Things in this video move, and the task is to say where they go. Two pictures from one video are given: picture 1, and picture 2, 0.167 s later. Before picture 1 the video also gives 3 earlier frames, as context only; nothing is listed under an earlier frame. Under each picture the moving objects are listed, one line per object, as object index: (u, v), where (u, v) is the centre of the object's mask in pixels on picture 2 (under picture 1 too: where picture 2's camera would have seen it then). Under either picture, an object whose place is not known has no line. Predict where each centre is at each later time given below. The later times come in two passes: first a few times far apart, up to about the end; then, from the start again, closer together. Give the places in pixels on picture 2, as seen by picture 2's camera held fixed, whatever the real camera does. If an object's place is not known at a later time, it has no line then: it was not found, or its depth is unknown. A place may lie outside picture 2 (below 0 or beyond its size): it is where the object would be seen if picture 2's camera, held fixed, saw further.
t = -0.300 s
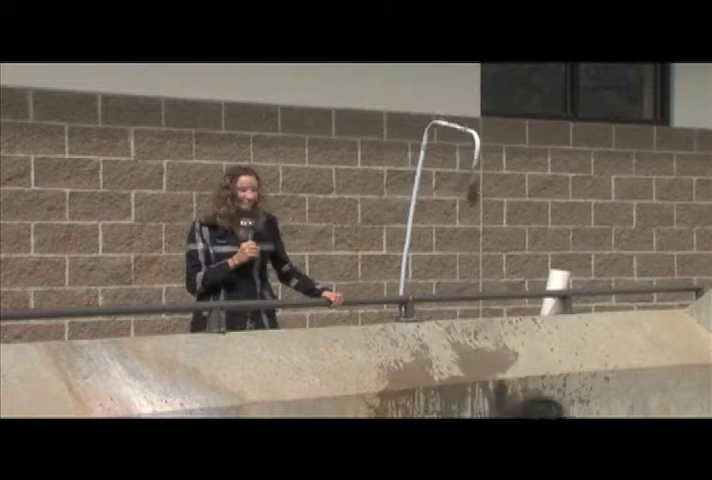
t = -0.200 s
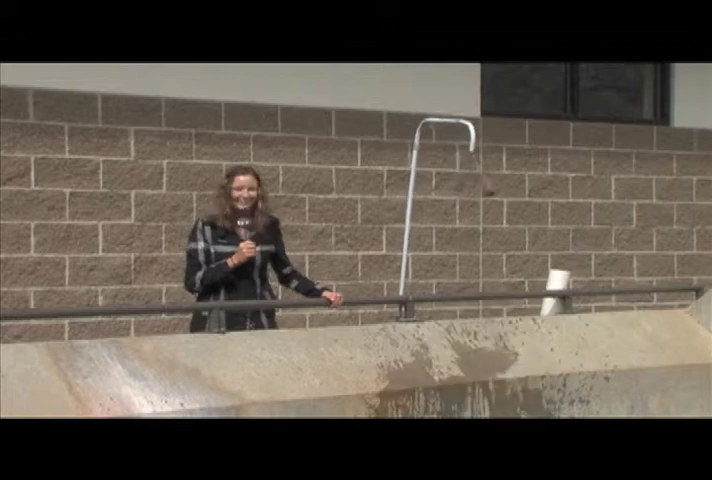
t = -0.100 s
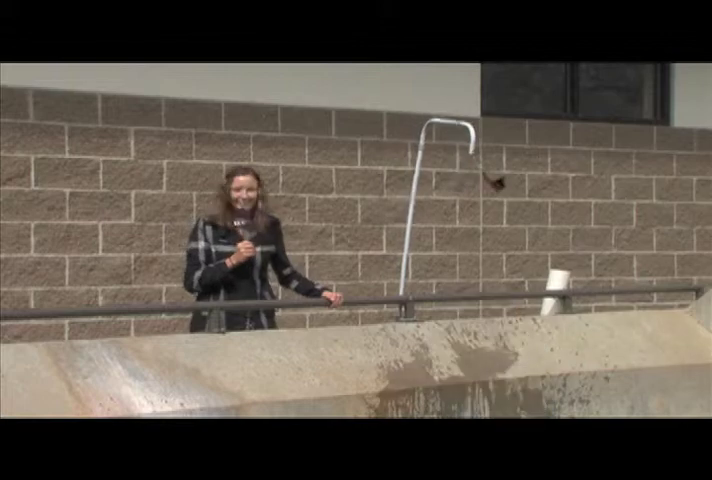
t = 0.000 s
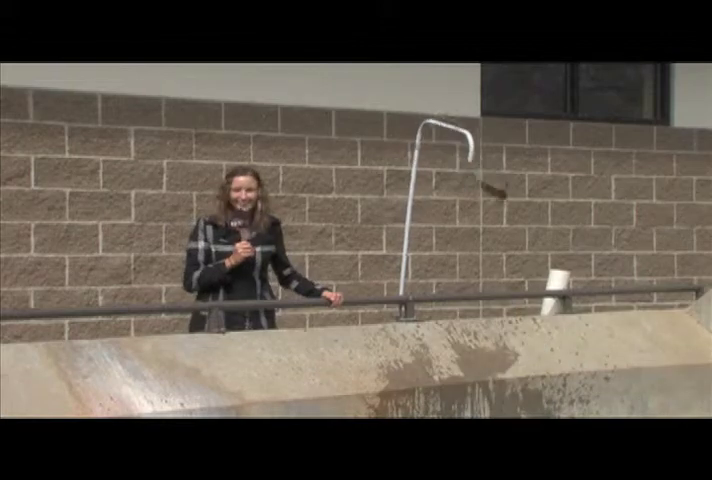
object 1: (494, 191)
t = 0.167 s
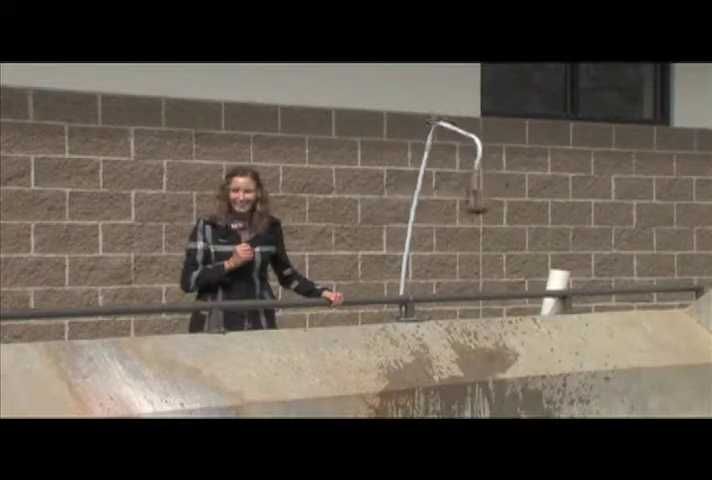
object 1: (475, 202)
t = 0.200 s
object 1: (469, 202)
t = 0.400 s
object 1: (441, 188)
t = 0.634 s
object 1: (451, 185)
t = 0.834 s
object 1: (478, 196)
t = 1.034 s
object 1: (492, 193)
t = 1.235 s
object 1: (471, 191)
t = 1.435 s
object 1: (452, 191)
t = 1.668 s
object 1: (458, 190)
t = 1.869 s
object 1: (478, 200)
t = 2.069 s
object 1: (478, 196)
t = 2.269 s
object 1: (467, 191)
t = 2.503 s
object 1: (460, 195)
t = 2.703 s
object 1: (469, 192)
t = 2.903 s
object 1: (476, 197)
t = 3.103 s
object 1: (470, 194)
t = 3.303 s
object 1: (464, 193)
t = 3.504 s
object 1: (465, 193)
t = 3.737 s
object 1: (473, 196)
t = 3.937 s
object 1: (472, 195)
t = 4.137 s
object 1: (465, 195)
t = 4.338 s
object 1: (465, 194)
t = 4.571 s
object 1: (471, 196)
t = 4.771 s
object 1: (474, 198)
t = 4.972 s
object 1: (469, 193)
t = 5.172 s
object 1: (467, 195)
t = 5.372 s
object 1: (468, 194)
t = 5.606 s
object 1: (474, 198)
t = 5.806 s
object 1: (470, 197)
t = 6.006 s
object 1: (466, 194)
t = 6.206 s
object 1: (465, 195)
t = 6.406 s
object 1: (472, 195)
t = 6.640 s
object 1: (475, 196)
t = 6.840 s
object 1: (468, 195)
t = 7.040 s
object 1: (464, 195)
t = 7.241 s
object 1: (466, 195)
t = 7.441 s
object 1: (474, 197)
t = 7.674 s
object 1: (474, 196)
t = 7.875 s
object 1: (467, 196)
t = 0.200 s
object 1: (469, 202)
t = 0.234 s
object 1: (465, 200)
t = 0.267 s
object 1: (459, 197)
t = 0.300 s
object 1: (453, 196)
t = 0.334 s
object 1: (443, 191)
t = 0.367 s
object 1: (442, 189)
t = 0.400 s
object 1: (441, 188)
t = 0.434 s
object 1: (440, 184)
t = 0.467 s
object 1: (439, 182)
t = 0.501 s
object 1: (439, 183)
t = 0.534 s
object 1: (439, 181)
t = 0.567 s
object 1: (441, 181)
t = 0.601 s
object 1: (443, 181)
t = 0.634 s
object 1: (451, 185)
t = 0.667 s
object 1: (454, 189)
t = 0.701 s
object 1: (458, 195)
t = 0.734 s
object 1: (463, 194)
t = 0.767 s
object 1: (468, 195)
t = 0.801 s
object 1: (472, 196)
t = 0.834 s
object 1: (478, 196)
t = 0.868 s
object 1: (482, 197)
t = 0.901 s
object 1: (486, 198)
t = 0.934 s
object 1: (490, 198)
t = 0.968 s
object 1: (492, 197)
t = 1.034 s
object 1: (492, 193)
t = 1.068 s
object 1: (490, 192)
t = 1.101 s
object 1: (488, 192)
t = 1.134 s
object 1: (481, 190)
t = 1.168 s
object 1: (478, 190)
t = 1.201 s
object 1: (474, 191)
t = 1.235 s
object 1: (471, 191)
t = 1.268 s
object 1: (466, 192)
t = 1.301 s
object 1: (463, 198)
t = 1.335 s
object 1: (456, 193)
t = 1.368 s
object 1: (454, 194)
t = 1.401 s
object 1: (452, 192)
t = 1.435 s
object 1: (452, 191)
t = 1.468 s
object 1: (450, 192)
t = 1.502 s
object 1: (449, 192)
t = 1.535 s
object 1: (449, 192)
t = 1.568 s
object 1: (451, 191)
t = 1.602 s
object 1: (452, 191)
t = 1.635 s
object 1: (455, 189)
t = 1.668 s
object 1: (458, 190)
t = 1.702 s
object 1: (462, 191)
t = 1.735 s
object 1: (466, 193)
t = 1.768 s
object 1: (469, 196)
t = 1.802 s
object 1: (473, 198)
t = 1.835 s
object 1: (476, 200)
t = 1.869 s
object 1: (478, 200)
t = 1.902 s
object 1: (479, 200)
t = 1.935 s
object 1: (481, 201)
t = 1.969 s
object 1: (482, 202)
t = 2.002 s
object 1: (480, 200)
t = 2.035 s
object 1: (480, 199)
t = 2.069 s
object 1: (478, 196)
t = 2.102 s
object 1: (478, 194)
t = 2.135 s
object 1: (476, 193)
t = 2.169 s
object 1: (475, 194)
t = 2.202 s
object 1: (472, 191)
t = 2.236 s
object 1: (468, 191)
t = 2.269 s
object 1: (467, 191)
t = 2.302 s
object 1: (464, 193)
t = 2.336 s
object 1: (462, 195)
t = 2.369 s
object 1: (460, 195)
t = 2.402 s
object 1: (458, 196)
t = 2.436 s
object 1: (458, 196)
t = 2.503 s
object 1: (460, 195)
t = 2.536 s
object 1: (462, 194)
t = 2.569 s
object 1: (463, 194)
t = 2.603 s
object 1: (466, 193)
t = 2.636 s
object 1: (467, 192)
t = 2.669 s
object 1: (468, 192)
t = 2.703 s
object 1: (469, 192)
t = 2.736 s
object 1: (471, 194)
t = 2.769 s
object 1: (475, 196)
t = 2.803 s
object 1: (476, 198)
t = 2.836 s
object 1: (477, 197)
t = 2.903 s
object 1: (476, 197)
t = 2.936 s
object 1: (476, 198)
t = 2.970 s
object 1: (476, 197)
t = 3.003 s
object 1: (476, 197)
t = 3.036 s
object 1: (474, 196)
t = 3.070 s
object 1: (471, 194)
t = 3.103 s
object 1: (470, 194)
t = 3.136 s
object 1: (468, 194)
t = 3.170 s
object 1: (466, 194)
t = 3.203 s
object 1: (466, 194)
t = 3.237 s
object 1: (465, 193)
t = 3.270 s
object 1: (464, 193)
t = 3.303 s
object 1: (464, 193)
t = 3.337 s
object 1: (464, 193)
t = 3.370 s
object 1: (464, 194)
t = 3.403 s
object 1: (464, 194)
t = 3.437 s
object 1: (464, 194)
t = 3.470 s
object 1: (464, 194)
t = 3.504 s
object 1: (465, 193)
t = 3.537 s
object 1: (465, 194)
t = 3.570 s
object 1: (466, 194)
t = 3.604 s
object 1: (467, 195)
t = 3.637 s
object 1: (469, 196)
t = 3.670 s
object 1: (471, 197)
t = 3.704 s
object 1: (472, 197)
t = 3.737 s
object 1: (473, 196)
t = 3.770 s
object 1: (473, 196)
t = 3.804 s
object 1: (473, 196)
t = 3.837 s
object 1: (474, 196)
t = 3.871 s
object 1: (473, 195)
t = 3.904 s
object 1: (472, 195)
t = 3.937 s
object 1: (472, 195)
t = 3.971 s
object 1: (471, 195)
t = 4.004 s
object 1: (470, 194)
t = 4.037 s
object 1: (469, 194)
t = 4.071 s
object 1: (468, 194)
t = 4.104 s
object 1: (467, 194)
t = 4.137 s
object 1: (465, 195)
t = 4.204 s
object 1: (465, 195)
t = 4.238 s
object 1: (465, 195)
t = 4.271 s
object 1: (465, 195)
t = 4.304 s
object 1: (465, 194)
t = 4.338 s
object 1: (465, 194)
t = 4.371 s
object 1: (467, 194)
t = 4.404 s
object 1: (467, 194)
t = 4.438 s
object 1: (467, 194)
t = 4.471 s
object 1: (469, 194)
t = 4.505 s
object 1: (470, 195)
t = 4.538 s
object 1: (470, 196)
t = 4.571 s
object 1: (471, 196)
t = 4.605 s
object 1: (472, 198)
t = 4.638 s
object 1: (473, 198)
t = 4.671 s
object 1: (473, 198)
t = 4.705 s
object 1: (473, 198)
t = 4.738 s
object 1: (474, 198)
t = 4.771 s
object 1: (474, 198)
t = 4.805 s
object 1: (473, 196)
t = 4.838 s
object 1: (473, 195)
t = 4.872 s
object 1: (472, 194)
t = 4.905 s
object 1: (472, 193)
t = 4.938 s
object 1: (471, 193)
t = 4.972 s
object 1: (469, 193)
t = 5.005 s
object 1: (469, 193)
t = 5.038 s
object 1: (468, 194)
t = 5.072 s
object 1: (468, 195)
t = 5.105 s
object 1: (467, 195)
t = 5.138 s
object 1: (467, 195)
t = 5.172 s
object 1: (467, 195)
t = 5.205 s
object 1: (467, 195)
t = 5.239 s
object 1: (468, 194)
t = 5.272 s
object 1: (468, 194)
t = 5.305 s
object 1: (468, 194)
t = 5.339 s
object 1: (468, 194)
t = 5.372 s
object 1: (468, 194)
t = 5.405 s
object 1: (470, 194)
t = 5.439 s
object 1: (470, 194)
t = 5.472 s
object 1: (471, 194)
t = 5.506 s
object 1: (472, 195)
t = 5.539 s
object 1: (473, 197)
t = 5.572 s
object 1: (473, 198)
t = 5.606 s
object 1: (474, 198)
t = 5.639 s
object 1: (474, 199)
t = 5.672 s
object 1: (474, 199)
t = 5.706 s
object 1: (474, 199)
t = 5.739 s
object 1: (472, 199)
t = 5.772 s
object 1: (471, 198)
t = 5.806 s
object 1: (470, 197)
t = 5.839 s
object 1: (469, 196)
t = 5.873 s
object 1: (467, 195)
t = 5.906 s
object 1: (468, 194)
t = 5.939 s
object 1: (468, 193)
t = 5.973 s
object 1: (466, 193)
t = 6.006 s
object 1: (466, 194)
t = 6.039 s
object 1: (464, 195)
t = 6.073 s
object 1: (464, 195)
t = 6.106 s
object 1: (464, 195)
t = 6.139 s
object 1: (464, 195)
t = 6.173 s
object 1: (464, 195)
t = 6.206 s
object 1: (465, 195)
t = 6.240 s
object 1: (466, 195)
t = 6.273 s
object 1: (467, 194)
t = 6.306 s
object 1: (468, 194)
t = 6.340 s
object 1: (470, 194)
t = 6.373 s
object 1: (471, 195)
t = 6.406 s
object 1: (472, 195)
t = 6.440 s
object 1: (473, 195)
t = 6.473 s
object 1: (475, 195)
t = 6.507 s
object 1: (475, 195)
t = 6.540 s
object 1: (475, 196)
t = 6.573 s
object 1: (475, 196)
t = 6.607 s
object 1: (475, 196)
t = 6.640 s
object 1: (475, 196)
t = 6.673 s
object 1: (474, 196)
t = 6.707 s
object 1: (473, 196)
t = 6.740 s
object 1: (471, 196)
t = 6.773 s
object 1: (470, 196)
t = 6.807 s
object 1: (470, 196)
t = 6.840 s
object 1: (468, 195)
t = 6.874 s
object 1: (467, 195)
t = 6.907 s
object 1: (466, 195)
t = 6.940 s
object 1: (465, 195)
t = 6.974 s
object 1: (465, 195)
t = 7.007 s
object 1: (465, 195)
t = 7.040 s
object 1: (464, 195)
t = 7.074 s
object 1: (464, 195)
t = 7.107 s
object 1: (464, 195)
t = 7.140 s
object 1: (464, 195)
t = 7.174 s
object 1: (466, 195)
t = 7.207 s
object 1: (466, 195)
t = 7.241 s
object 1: (466, 195)
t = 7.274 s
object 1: (467, 195)
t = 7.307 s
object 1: (467, 195)
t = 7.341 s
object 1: (469, 196)
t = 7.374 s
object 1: (471, 195)
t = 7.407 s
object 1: (472, 197)
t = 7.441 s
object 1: (474, 197)
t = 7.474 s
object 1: (475, 197)
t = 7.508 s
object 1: (475, 197)
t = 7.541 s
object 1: (475, 197)
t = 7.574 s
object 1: (475, 196)
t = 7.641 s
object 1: (475, 196)
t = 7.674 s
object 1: (474, 196)
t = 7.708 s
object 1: (473, 195)
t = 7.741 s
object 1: (472, 195)
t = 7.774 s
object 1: (470, 195)
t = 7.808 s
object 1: (470, 195)
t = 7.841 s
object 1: (467, 195)
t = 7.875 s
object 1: (467, 196)
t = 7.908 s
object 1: (466, 195)
